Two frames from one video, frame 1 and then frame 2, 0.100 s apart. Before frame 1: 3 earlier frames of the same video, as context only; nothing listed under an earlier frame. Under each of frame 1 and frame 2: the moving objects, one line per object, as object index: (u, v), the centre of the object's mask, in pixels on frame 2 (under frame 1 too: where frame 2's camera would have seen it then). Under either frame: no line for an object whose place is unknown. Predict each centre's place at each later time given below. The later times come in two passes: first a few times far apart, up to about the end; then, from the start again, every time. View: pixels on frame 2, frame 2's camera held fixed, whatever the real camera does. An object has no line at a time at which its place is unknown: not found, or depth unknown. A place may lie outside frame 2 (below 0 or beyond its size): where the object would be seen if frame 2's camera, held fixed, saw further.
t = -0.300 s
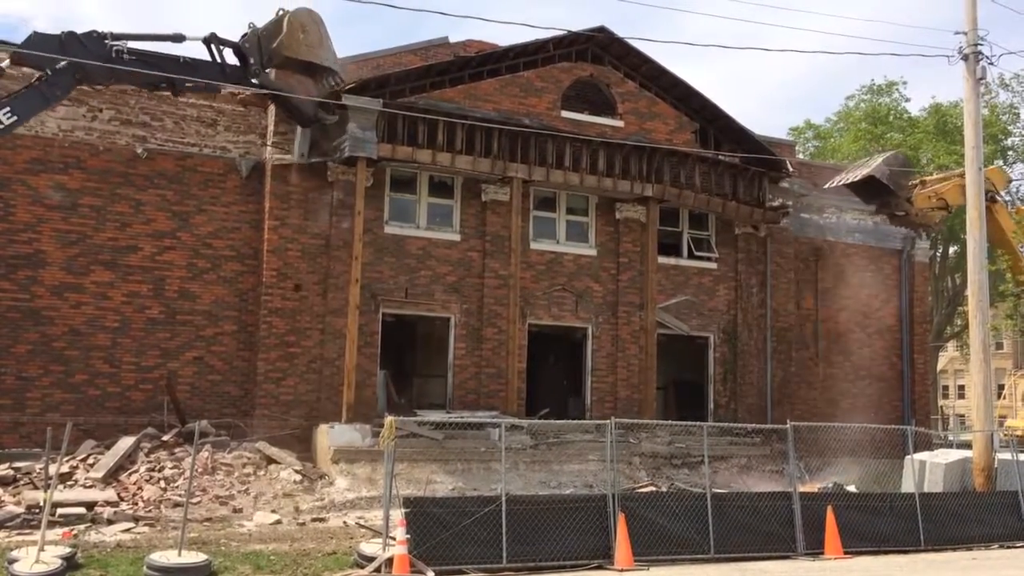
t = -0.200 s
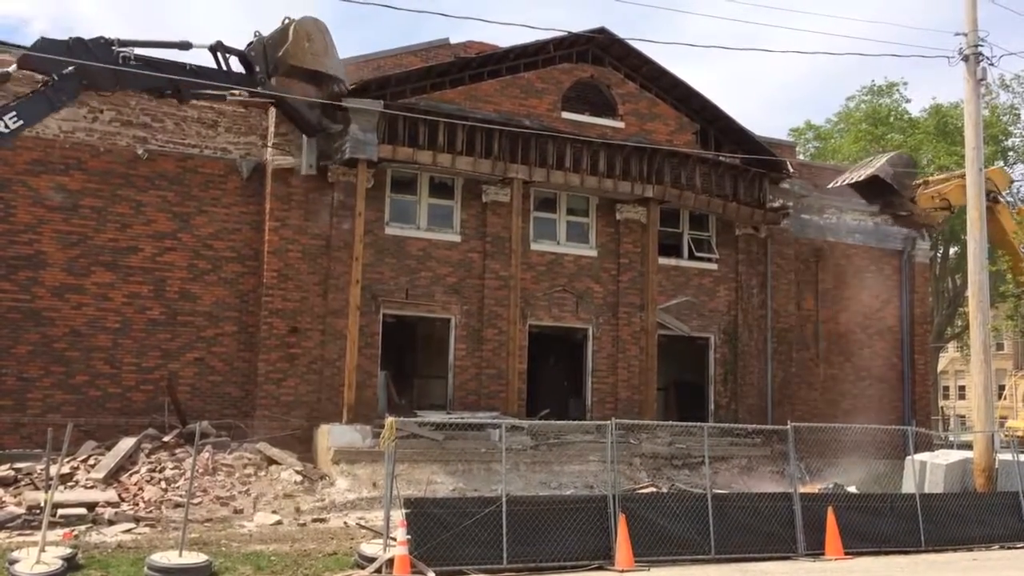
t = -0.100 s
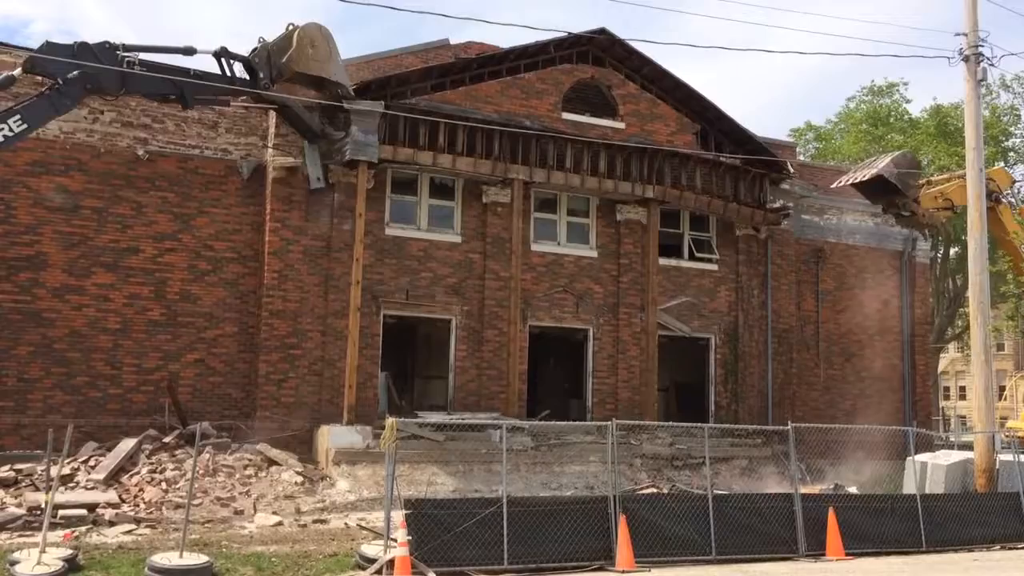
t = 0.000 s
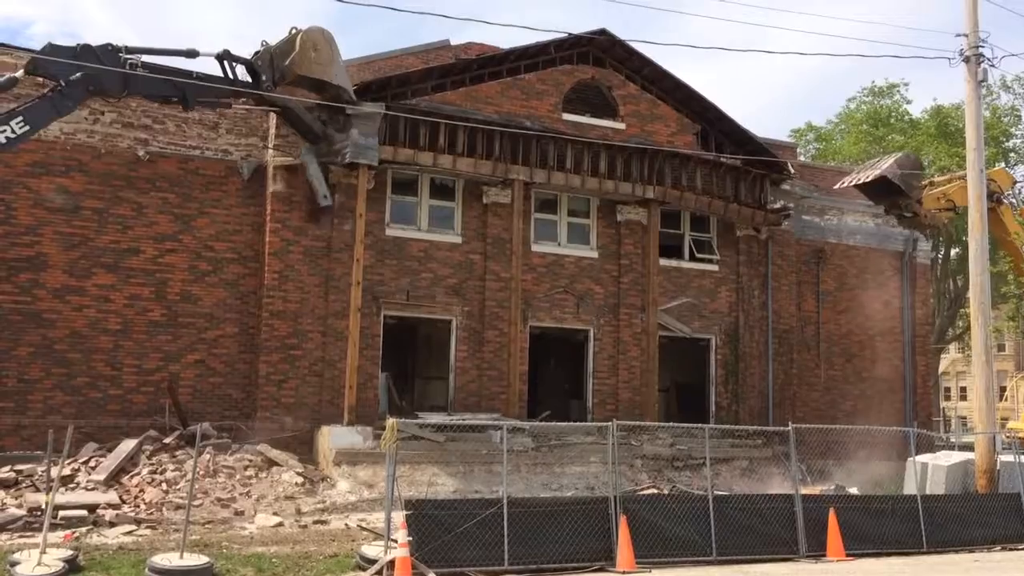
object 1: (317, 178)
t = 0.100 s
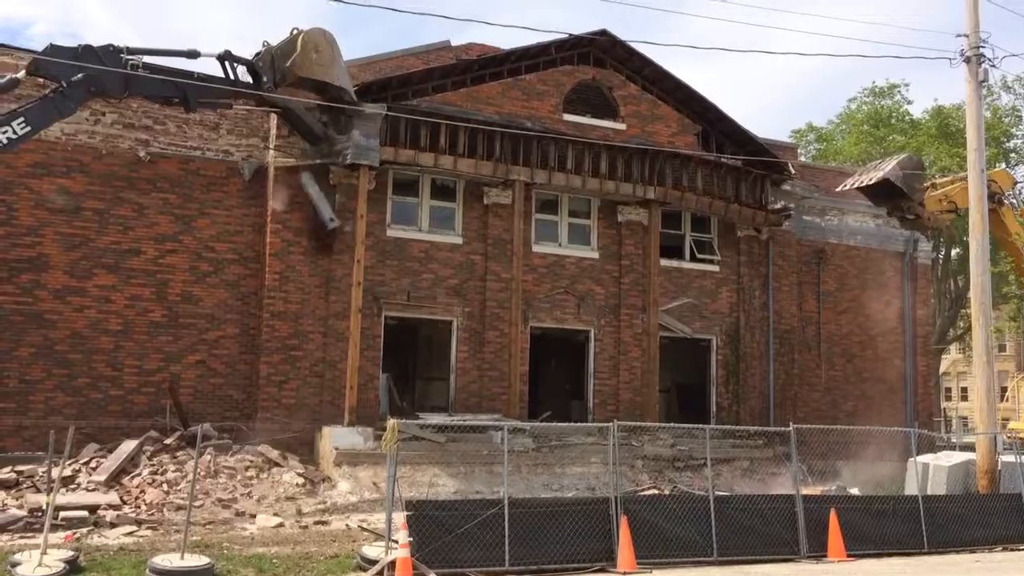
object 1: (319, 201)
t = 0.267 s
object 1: (322, 251)
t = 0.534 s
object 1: (325, 365)
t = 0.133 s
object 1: (320, 210)
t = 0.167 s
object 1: (320, 219)
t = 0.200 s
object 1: (321, 230)
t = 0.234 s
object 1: (322, 240)
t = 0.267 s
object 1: (322, 251)
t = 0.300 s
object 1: (322, 263)
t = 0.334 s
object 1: (322, 275)
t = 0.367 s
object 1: (323, 288)
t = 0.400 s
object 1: (322, 301)
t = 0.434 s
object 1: (322, 316)
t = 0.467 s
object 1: (322, 331)
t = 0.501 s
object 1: (322, 347)
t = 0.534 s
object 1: (325, 365)
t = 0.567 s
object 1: (324, 381)
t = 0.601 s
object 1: (325, 398)
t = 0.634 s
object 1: (325, 415)
